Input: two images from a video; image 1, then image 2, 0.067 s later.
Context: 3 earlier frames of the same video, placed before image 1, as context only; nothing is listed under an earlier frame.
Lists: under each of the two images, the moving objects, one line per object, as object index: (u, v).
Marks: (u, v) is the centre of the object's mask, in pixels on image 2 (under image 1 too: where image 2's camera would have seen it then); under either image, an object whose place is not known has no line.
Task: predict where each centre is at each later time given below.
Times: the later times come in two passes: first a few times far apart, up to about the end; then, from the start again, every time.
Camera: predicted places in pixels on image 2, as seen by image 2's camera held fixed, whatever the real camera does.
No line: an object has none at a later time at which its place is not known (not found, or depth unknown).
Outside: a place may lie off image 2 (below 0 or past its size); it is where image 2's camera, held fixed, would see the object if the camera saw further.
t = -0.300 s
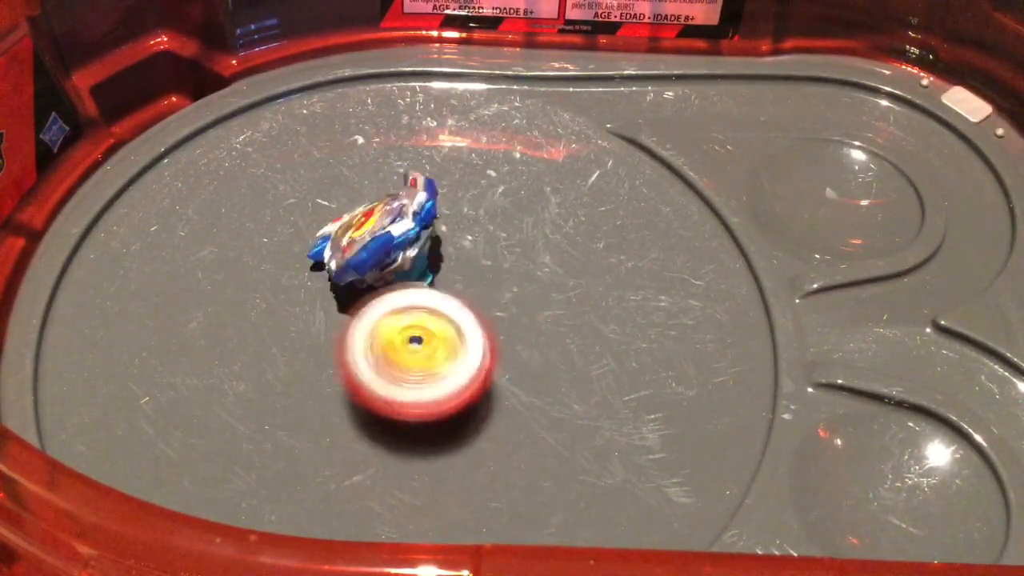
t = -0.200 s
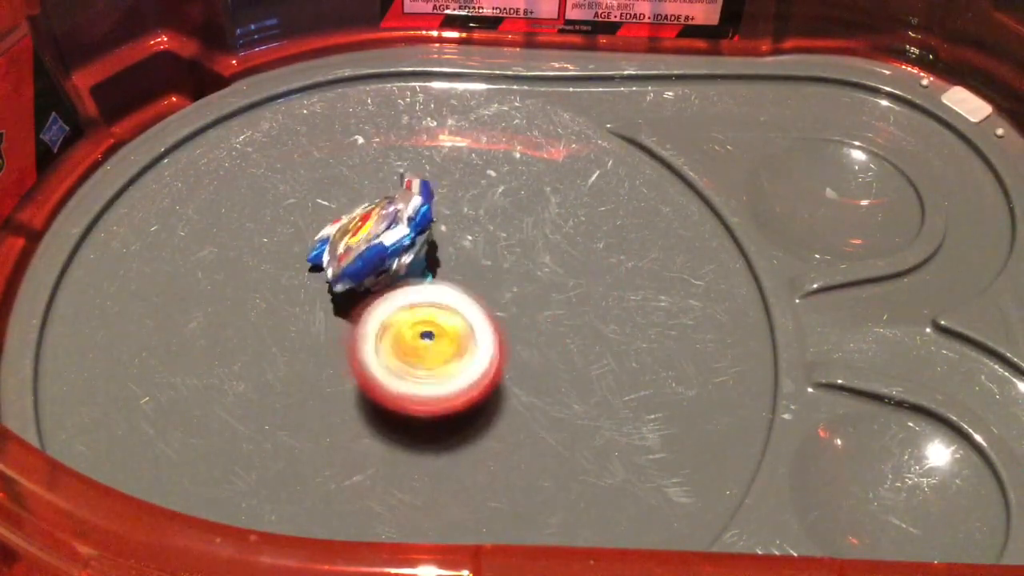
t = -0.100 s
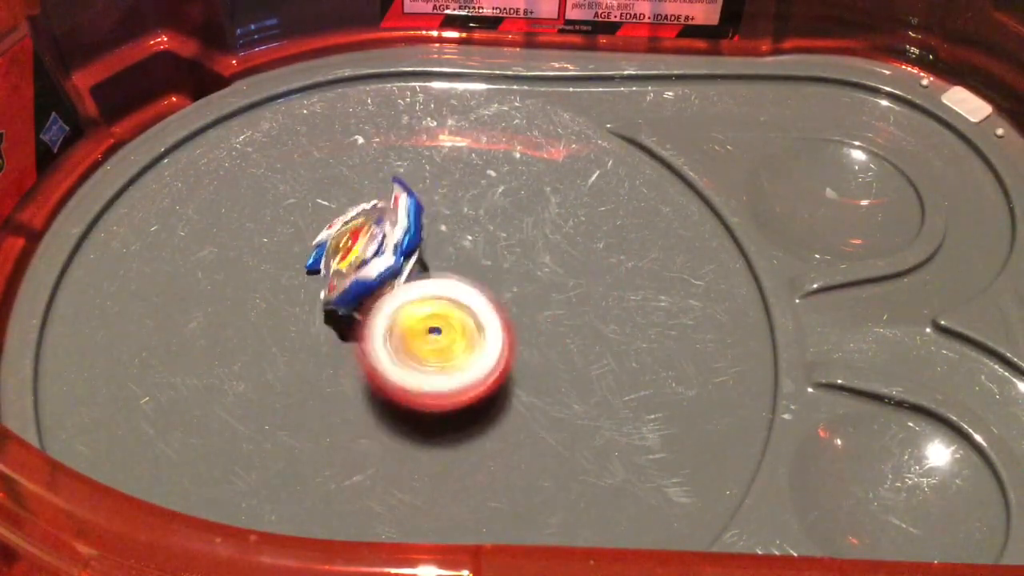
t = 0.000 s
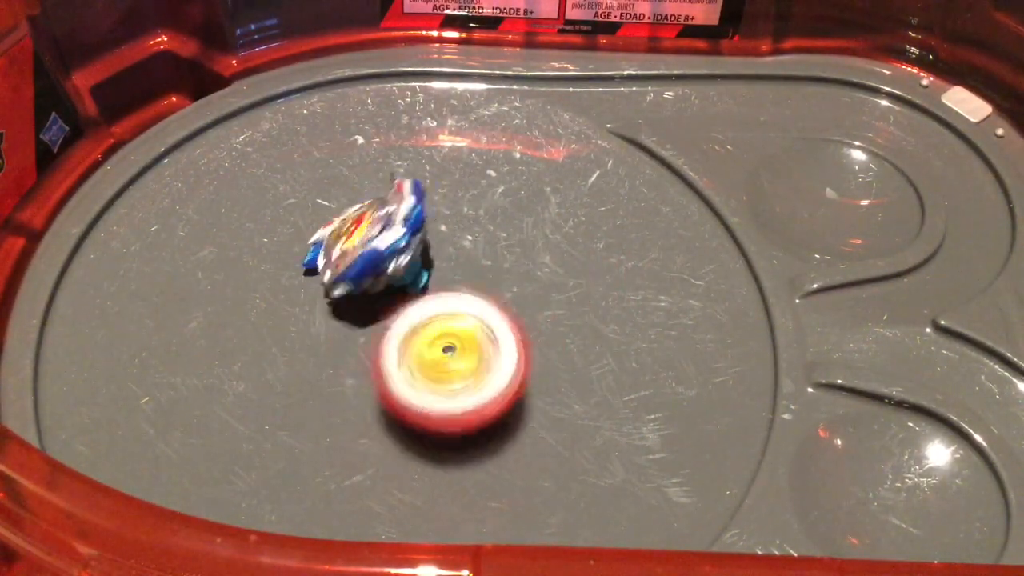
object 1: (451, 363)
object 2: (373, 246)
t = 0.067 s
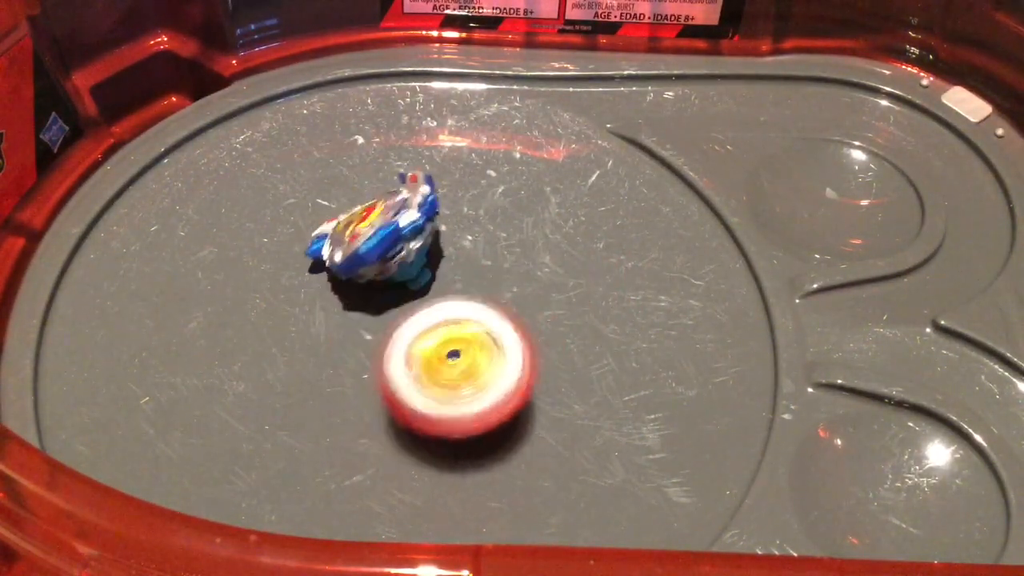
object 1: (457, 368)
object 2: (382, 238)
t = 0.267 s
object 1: (473, 386)
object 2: (396, 228)
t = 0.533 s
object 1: (477, 390)
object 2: (395, 231)
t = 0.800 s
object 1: (475, 362)
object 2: (395, 231)
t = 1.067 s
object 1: (493, 327)
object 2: (395, 231)
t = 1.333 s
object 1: (524, 308)
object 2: (395, 232)
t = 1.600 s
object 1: (541, 304)
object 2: (395, 232)
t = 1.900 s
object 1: (516, 305)
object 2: (395, 233)
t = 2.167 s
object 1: (481, 294)
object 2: (392, 227)
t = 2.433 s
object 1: (459, 313)
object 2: (396, 209)
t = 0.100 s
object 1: (460, 372)
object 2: (385, 236)
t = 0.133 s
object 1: (465, 376)
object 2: (386, 235)
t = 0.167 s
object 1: (468, 380)
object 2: (388, 233)
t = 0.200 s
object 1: (470, 381)
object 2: (390, 232)
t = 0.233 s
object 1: (472, 383)
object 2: (393, 229)
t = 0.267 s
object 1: (473, 386)
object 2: (396, 228)
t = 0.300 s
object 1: (474, 390)
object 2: (397, 229)
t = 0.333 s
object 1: (476, 392)
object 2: (397, 229)
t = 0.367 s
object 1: (477, 393)
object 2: (396, 229)
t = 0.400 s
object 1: (477, 392)
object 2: (396, 230)
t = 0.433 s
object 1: (476, 393)
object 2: (395, 230)
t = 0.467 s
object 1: (476, 393)
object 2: (395, 230)
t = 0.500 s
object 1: (476, 393)
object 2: (396, 229)
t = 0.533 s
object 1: (477, 390)
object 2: (395, 231)
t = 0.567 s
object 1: (476, 387)
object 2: (395, 231)
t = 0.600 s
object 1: (474, 384)
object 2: (395, 231)
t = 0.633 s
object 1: (474, 381)
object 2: (395, 231)
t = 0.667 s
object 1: (474, 379)
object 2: (395, 231)
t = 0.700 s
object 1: (475, 374)
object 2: (395, 231)
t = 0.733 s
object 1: (475, 369)
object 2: (395, 231)
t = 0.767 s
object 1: (474, 365)
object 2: (395, 231)
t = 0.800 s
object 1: (475, 362)
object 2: (395, 231)
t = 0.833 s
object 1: (477, 359)
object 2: (395, 231)
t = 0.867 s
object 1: (478, 353)
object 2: (395, 231)
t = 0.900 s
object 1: (479, 347)
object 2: (395, 231)
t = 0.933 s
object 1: (481, 343)
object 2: (395, 231)
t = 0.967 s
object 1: (482, 341)
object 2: (395, 231)
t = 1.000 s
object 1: (486, 337)
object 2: (395, 231)
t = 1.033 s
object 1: (490, 332)
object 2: (395, 231)
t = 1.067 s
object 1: (493, 327)
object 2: (395, 231)
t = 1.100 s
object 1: (497, 324)
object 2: (395, 231)
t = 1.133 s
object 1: (500, 322)
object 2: (395, 231)
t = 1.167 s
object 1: (505, 319)
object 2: (395, 231)
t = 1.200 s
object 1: (509, 315)
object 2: (395, 231)
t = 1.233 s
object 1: (512, 312)
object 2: (395, 231)
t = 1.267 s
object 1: (516, 311)
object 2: (395, 231)
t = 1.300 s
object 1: (520, 310)
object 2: (395, 231)
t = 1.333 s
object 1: (524, 308)
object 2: (395, 232)
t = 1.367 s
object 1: (527, 305)
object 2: (395, 232)
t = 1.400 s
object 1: (530, 304)
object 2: (395, 232)
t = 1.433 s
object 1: (534, 304)
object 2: (395, 232)
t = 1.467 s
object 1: (537, 304)
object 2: (395, 232)
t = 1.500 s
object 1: (538, 302)
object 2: (395, 232)
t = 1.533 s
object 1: (539, 302)
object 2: (395, 232)
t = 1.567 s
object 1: (540, 302)
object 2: (395, 232)
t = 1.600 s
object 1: (541, 304)
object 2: (395, 232)
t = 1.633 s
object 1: (541, 303)
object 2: (395, 232)
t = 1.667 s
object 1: (538, 303)
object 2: (395, 232)
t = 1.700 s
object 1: (536, 303)
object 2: (395, 232)
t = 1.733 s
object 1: (534, 305)
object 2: (395, 232)
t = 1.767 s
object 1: (531, 305)
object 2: (395, 232)
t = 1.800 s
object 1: (527, 304)
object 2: (395, 233)
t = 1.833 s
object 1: (522, 305)
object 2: (395, 232)
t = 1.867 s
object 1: (520, 305)
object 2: (395, 232)
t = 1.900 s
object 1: (516, 305)
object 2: (395, 233)
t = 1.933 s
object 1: (510, 304)
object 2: (395, 232)
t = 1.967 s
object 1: (505, 303)
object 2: (395, 232)
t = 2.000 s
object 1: (501, 303)
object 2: (395, 232)
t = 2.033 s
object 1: (498, 302)
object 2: (395, 232)
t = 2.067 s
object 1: (493, 299)
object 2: (393, 230)
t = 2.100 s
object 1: (488, 297)
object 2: (393, 229)
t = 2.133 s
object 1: (484, 296)
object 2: (393, 228)
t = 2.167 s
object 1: (481, 294)
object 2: (392, 227)
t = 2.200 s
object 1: (476, 294)
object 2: (391, 223)
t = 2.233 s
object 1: (471, 291)
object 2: (391, 221)
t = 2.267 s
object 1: (468, 293)
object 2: (392, 217)
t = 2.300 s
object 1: (465, 294)
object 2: (394, 217)
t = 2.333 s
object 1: (463, 297)
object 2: (394, 212)
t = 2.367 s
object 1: (463, 305)
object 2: (393, 210)
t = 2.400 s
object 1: (461, 310)
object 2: (395, 209)
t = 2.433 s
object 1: (459, 313)
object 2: (396, 209)
